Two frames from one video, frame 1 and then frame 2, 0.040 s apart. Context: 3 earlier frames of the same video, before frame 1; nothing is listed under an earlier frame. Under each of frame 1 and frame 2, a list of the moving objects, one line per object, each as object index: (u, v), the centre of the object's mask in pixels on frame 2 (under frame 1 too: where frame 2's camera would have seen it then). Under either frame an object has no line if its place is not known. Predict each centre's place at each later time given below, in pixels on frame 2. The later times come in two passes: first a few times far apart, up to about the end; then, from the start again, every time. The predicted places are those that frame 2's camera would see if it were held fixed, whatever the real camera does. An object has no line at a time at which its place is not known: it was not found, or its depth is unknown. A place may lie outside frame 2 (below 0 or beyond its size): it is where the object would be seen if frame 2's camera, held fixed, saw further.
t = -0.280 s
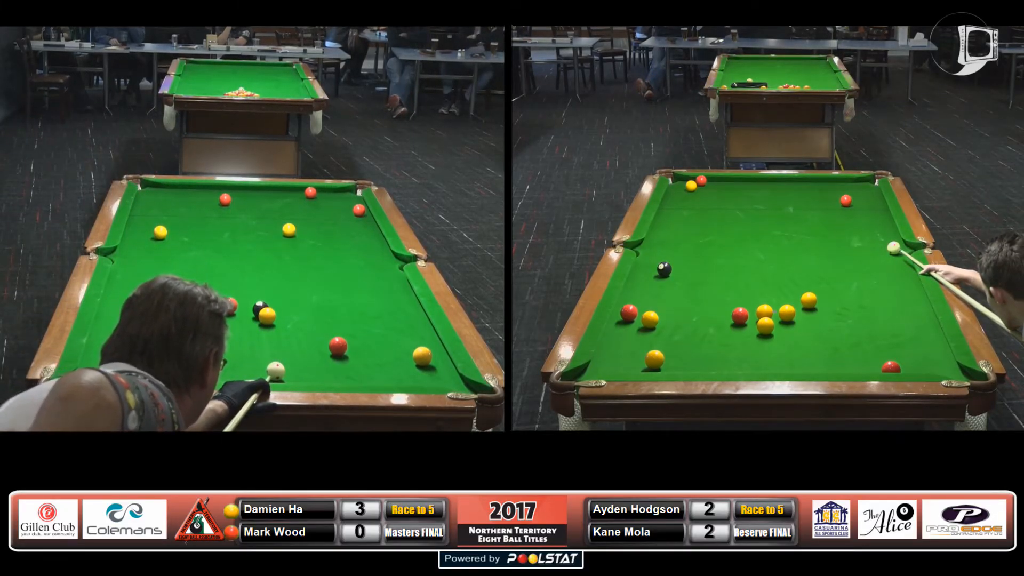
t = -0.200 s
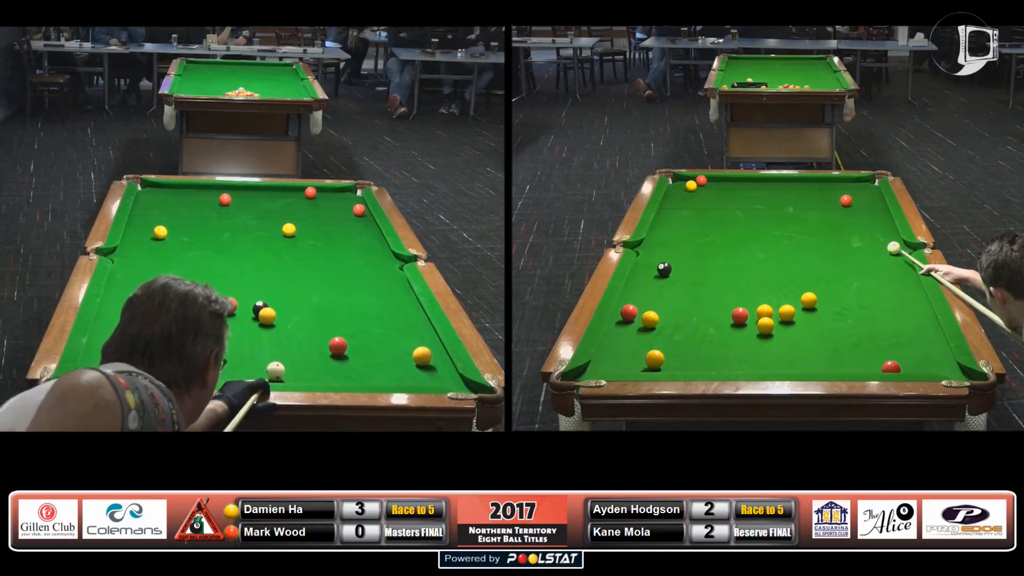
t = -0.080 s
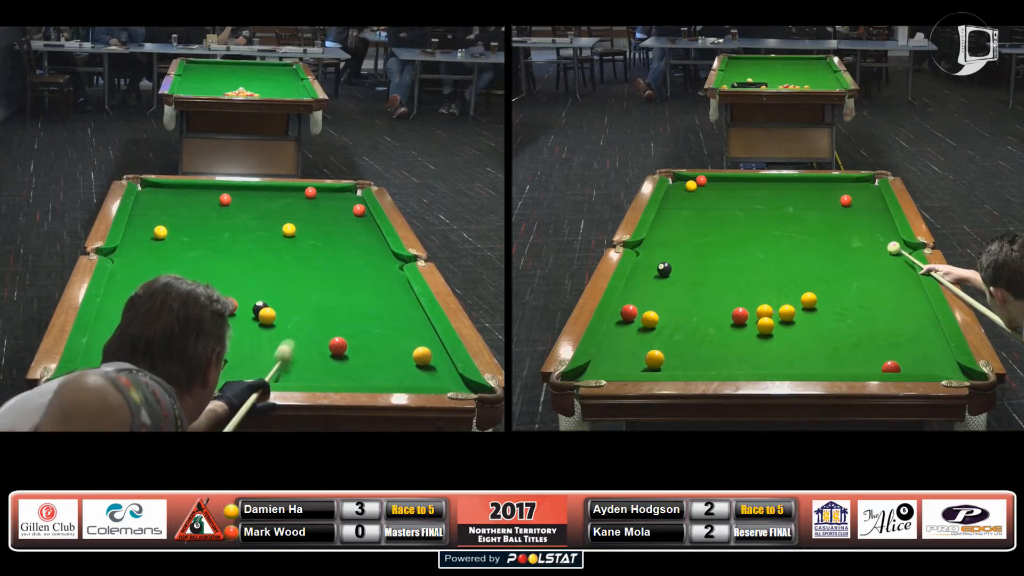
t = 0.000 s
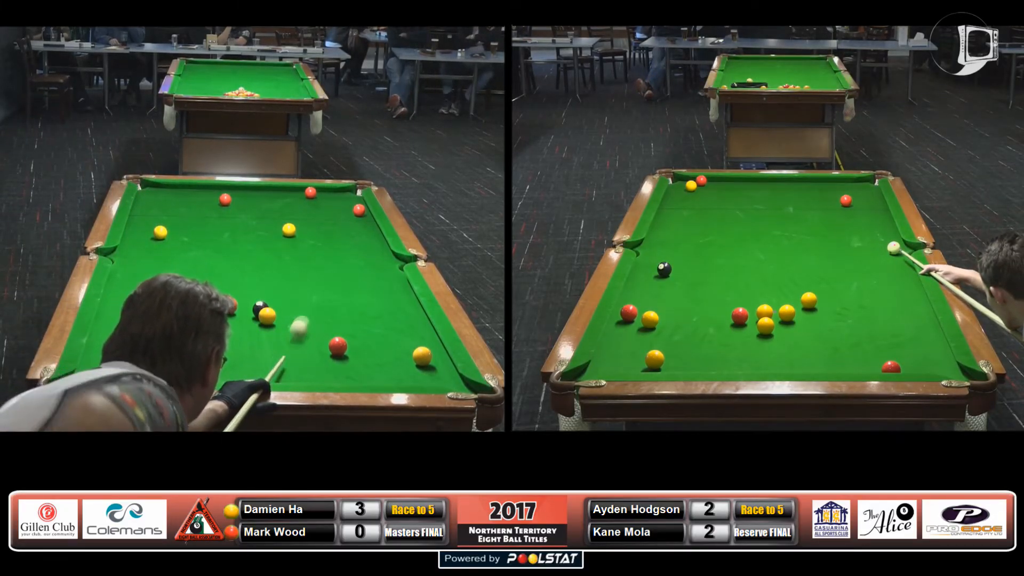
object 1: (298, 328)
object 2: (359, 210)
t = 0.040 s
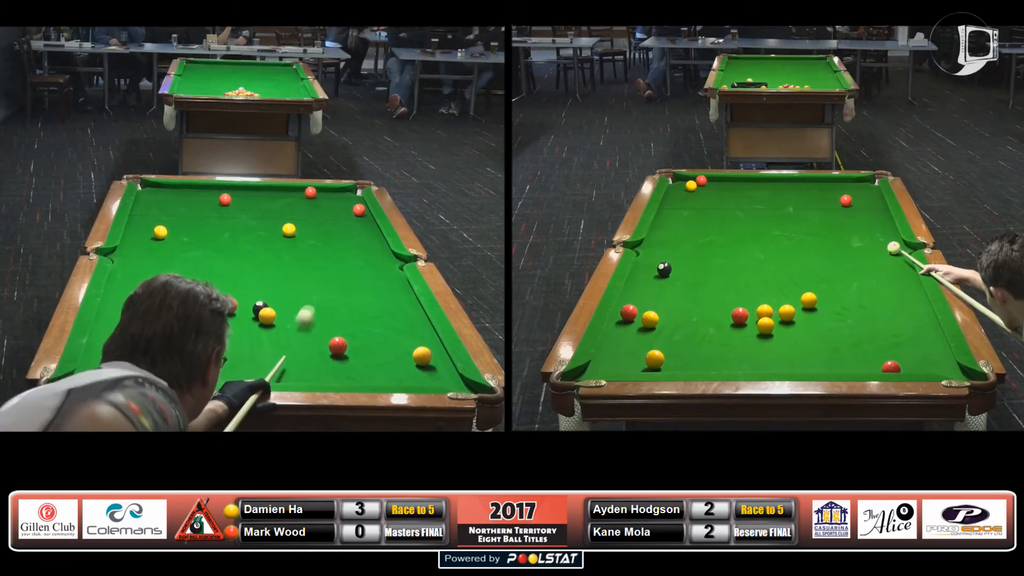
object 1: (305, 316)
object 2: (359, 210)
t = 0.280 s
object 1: (334, 265)
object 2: (359, 210)
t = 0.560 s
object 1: (359, 220)
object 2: (359, 209)
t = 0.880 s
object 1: (332, 209)
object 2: (337, 190)
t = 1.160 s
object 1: (301, 202)
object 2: (338, 199)
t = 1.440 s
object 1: (273, 195)
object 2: (339, 208)
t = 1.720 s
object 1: (249, 189)
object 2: (340, 218)
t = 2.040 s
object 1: (227, 188)
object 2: (341, 229)
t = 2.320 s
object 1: (212, 190)
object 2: (343, 239)
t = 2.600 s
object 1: (199, 192)
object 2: (345, 248)
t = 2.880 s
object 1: (188, 194)
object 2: (347, 257)
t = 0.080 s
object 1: (311, 307)
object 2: (359, 210)
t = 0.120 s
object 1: (316, 298)
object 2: (359, 210)
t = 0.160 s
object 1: (320, 289)
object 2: (359, 210)
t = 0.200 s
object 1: (325, 281)
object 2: (359, 210)
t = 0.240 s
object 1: (330, 273)
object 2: (359, 210)
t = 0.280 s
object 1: (334, 265)
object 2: (359, 210)
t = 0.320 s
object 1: (338, 258)
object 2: (359, 210)
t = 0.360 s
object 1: (342, 251)
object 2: (359, 210)
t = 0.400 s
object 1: (346, 245)
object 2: (359, 210)
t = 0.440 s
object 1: (349, 237)
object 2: (359, 210)
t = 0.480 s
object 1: (353, 232)
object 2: (359, 210)
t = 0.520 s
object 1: (356, 225)
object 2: (359, 210)
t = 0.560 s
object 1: (359, 220)
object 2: (359, 209)
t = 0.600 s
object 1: (362, 215)
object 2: (357, 208)
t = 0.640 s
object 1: (364, 213)
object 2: (355, 205)
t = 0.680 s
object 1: (358, 213)
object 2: (351, 202)
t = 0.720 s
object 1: (352, 213)
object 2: (348, 199)
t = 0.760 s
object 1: (347, 212)
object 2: (344, 196)
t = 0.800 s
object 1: (342, 211)
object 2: (342, 194)
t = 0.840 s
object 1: (337, 210)
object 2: (339, 191)
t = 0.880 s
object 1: (332, 209)
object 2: (337, 190)
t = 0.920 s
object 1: (328, 208)
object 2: (337, 191)
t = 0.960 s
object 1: (323, 207)
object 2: (338, 193)
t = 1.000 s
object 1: (318, 206)
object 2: (338, 194)
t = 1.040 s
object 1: (314, 205)
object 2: (338, 195)
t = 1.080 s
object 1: (310, 204)
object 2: (338, 197)
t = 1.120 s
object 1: (305, 203)
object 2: (338, 198)
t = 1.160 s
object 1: (301, 202)
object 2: (338, 199)
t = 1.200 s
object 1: (297, 201)
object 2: (338, 201)
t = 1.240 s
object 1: (293, 200)
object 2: (338, 202)
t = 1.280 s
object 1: (289, 199)
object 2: (338, 203)
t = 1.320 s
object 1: (285, 198)
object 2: (339, 204)
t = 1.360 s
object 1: (281, 197)
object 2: (339, 206)
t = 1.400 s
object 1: (277, 196)
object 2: (339, 207)
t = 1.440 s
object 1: (273, 195)
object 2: (339, 208)
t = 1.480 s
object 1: (270, 194)
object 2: (339, 210)
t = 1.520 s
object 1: (266, 193)
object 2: (339, 211)
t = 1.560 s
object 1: (262, 192)
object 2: (339, 212)
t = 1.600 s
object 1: (259, 192)
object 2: (339, 214)
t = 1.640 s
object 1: (255, 191)
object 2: (340, 215)
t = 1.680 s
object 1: (252, 190)
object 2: (340, 217)
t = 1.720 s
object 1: (249, 189)
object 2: (340, 218)
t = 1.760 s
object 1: (245, 188)
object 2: (340, 219)
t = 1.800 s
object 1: (242, 188)
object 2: (340, 221)
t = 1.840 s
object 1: (239, 187)
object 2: (341, 222)
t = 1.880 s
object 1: (236, 187)
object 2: (341, 223)
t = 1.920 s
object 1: (234, 188)
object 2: (341, 225)
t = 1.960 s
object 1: (232, 188)
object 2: (341, 226)
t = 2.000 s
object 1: (230, 188)
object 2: (341, 227)
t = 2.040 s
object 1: (227, 188)
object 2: (341, 229)
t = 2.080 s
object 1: (225, 189)
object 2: (342, 230)
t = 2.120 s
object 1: (223, 189)
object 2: (342, 232)
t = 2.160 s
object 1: (221, 189)
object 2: (342, 233)
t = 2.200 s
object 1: (219, 190)
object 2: (342, 234)
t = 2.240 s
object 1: (217, 190)
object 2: (343, 236)
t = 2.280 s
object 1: (215, 190)
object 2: (343, 237)
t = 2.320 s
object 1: (212, 190)
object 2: (343, 239)
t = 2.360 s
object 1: (210, 191)
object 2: (343, 240)
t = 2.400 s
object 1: (209, 191)
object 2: (344, 241)
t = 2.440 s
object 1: (207, 191)
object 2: (344, 243)
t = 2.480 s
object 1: (205, 191)
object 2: (344, 244)
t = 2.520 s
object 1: (203, 191)
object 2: (344, 245)
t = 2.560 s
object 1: (201, 192)
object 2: (345, 247)
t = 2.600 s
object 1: (199, 192)
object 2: (345, 248)
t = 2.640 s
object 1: (197, 192)
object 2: (345, 249)
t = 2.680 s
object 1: (196, 193)
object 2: (345, 250)
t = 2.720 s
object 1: (194, 193)
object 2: (346, 252)
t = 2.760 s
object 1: (192, 193)
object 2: (346, 253)
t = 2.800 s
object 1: (191, 193)
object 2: (346, 254)
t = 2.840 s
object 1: (189, 193)
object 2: (346, 256)
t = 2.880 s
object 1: (188, 194)
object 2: (347, 257)
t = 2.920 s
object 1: (186, 194)
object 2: (347, 258)
